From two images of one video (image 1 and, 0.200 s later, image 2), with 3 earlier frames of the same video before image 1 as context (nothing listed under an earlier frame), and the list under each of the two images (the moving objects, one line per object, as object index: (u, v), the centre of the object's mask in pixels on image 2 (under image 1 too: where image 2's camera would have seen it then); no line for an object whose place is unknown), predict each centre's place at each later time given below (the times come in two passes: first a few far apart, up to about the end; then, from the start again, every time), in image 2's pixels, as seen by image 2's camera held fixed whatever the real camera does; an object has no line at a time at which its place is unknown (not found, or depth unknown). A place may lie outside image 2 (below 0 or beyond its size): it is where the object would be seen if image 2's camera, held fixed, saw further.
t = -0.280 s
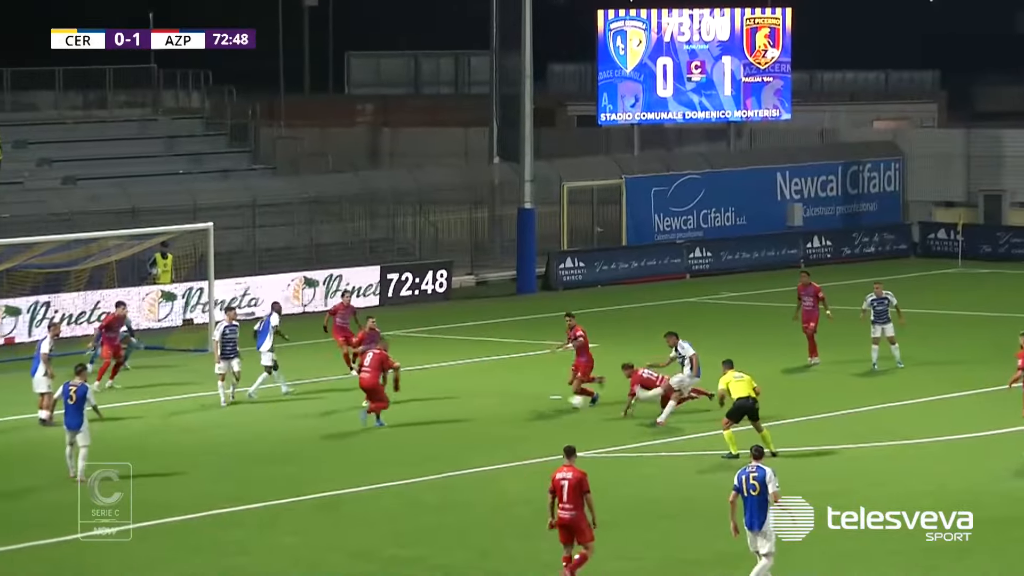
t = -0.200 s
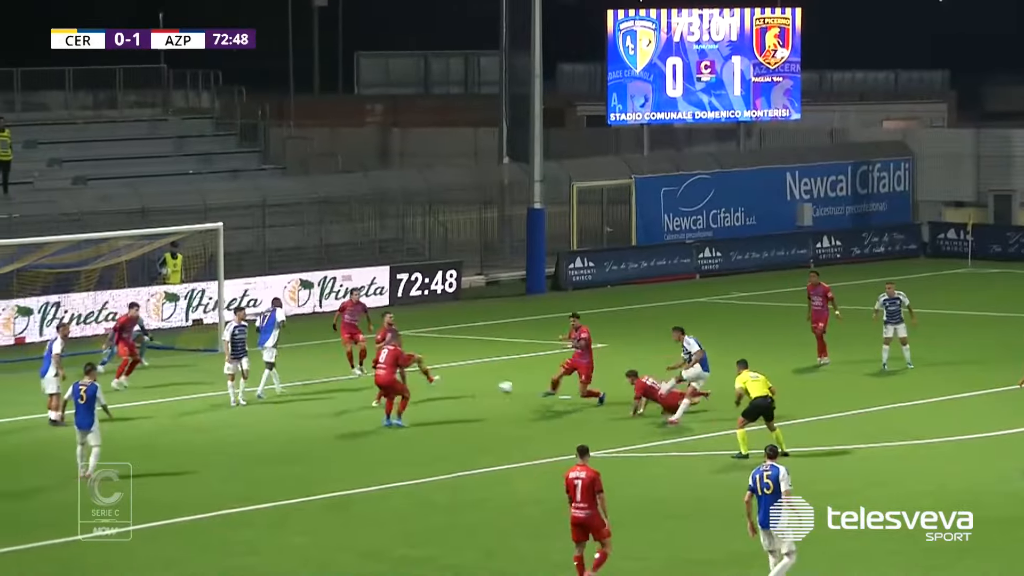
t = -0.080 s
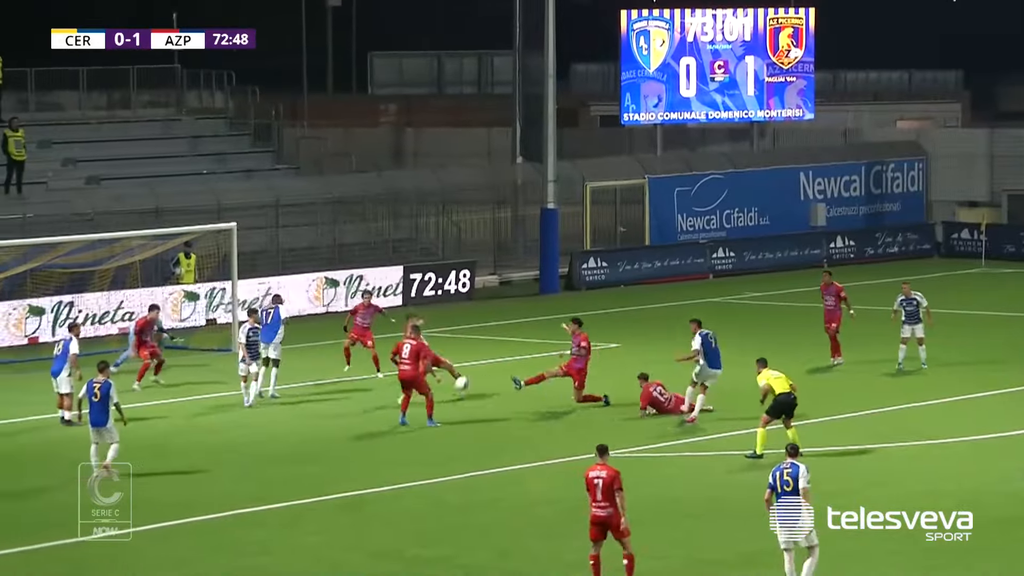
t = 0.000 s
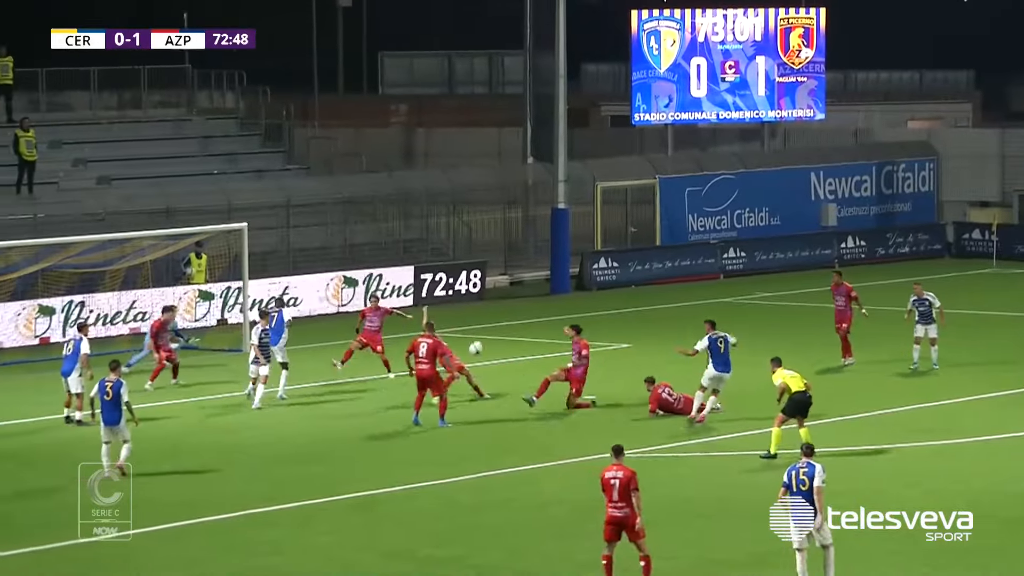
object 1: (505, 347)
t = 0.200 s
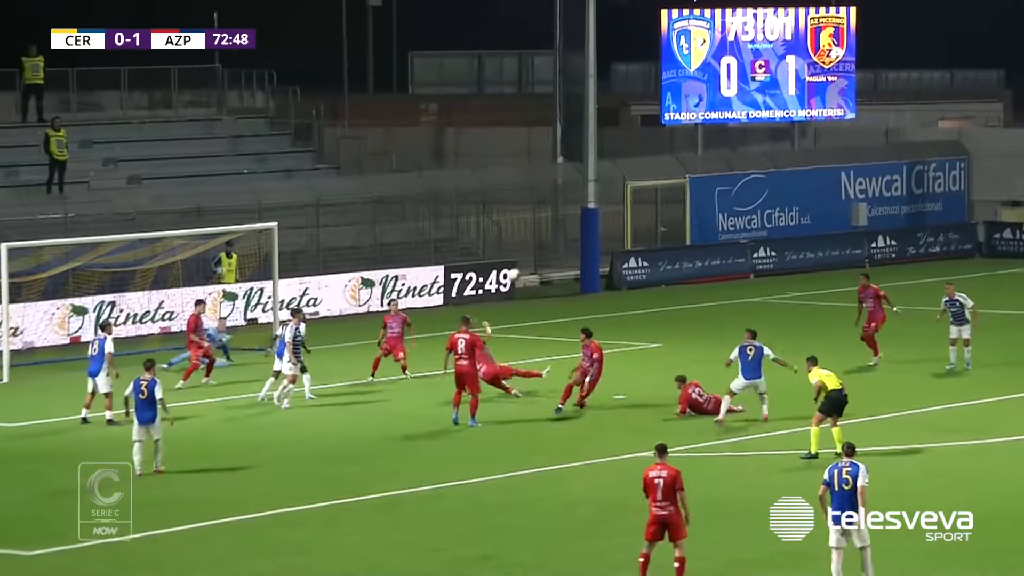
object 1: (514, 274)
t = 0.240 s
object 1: (514, 263)
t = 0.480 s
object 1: (523, 211)
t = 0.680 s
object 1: (531, 194)
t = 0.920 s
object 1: (538, 202)
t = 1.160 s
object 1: (547, 244)
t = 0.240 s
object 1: (514, 263)
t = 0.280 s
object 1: (516, 252)
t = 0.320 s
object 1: (518, 243)
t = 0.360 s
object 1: (519, 233)
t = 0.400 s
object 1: (520, 225)
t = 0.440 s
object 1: (521, 217)
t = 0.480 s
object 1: (523, 211)
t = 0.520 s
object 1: (524, 206)
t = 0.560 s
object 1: (526, 202)
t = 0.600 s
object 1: (527, 198)
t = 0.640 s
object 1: (529, 196)
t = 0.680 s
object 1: (531, 194)
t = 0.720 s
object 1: (532, 193)
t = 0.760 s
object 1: (533, 193)
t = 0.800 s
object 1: (534, 194)
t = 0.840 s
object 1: (536, 196)
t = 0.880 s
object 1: (537, 198)
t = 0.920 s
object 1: (538, 202)
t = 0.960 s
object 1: (540, 207)
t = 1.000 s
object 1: (541, 213)
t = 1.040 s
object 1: (543, 219)
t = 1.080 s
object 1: (544, 226)
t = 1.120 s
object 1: (545, 235)
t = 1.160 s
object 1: (547, 244)
